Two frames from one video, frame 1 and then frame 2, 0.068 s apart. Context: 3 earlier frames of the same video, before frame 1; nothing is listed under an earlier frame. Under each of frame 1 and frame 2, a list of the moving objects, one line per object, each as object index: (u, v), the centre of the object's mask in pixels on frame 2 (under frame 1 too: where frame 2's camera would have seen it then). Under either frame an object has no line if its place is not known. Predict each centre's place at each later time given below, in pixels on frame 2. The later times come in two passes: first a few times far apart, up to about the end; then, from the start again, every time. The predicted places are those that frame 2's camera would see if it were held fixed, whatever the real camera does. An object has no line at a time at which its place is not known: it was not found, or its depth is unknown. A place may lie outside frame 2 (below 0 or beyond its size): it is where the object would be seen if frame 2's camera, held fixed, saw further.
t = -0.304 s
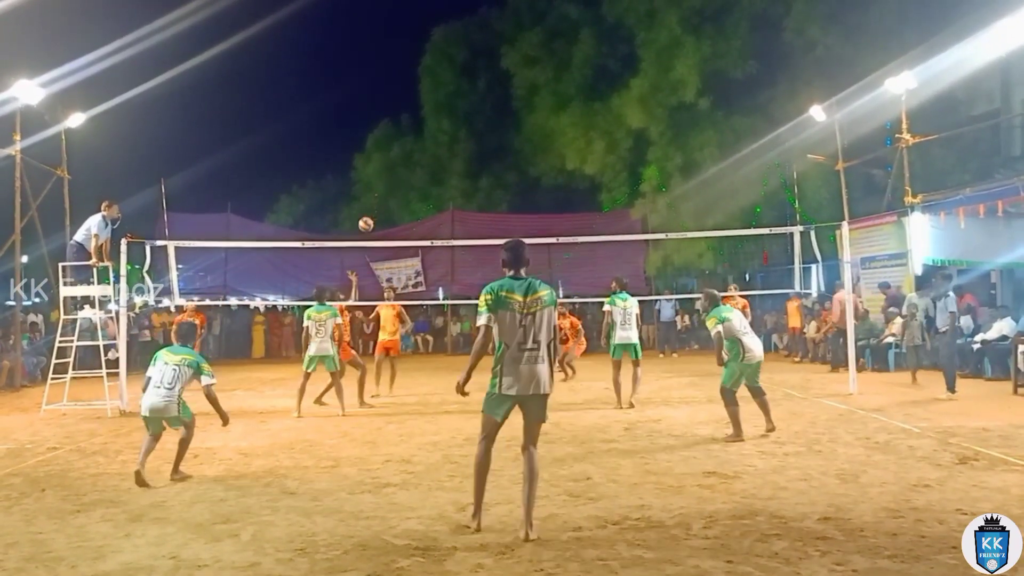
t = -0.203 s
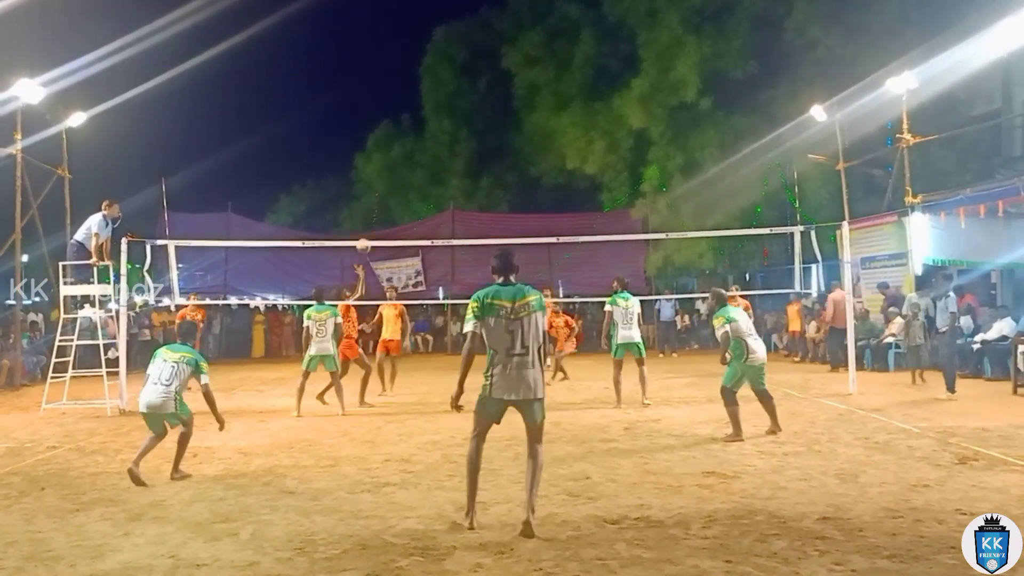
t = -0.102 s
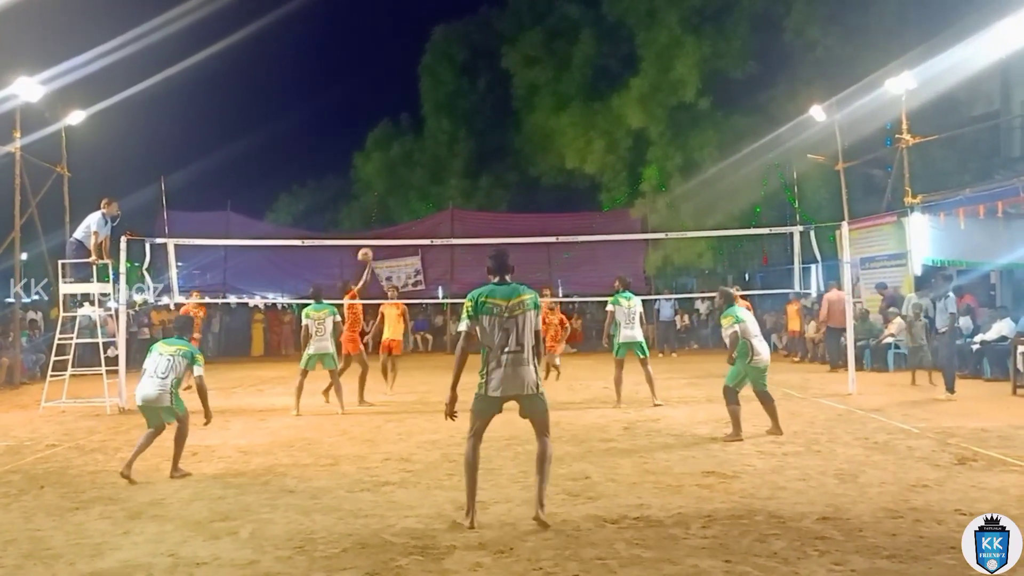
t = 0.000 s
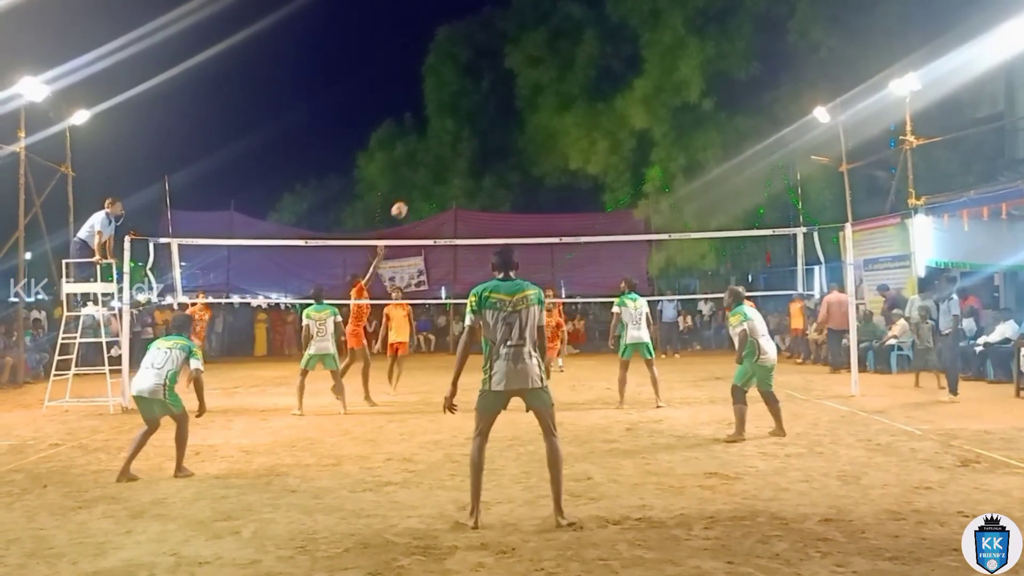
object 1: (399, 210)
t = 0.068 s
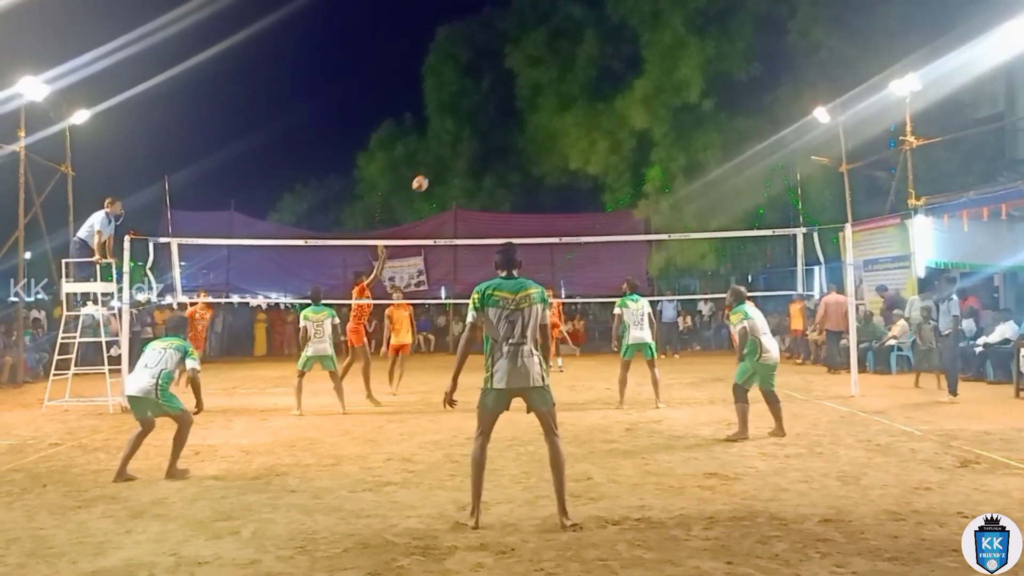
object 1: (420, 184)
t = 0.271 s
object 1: (482, 124)
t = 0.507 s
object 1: (549, 90)
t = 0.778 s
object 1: (623, 96)
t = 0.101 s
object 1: (430, 172)
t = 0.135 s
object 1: (441, 160)
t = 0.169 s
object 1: (451, 150)
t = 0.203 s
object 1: (461, 140)
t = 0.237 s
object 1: (471, 132)
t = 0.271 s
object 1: (482, 124)
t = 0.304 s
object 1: (491, 116)
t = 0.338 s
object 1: (501, 110)
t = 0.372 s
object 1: (511, 105)
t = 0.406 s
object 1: (521, 100)
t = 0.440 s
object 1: (531, 96)
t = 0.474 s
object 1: (540, 93)
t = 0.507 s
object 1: (549, 90)
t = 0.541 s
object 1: (559, 88)
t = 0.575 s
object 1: (568, 87)
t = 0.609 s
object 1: (577, 87)
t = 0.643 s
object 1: (586, 87)
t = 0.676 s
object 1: (595, 88)
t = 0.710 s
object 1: (605, 90)
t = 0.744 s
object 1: (614, 92)
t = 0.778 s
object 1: (623, 96)
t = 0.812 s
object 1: (632, 99)
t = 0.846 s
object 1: (642, 104)
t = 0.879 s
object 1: (650, 109)
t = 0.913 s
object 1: (659, 115)
